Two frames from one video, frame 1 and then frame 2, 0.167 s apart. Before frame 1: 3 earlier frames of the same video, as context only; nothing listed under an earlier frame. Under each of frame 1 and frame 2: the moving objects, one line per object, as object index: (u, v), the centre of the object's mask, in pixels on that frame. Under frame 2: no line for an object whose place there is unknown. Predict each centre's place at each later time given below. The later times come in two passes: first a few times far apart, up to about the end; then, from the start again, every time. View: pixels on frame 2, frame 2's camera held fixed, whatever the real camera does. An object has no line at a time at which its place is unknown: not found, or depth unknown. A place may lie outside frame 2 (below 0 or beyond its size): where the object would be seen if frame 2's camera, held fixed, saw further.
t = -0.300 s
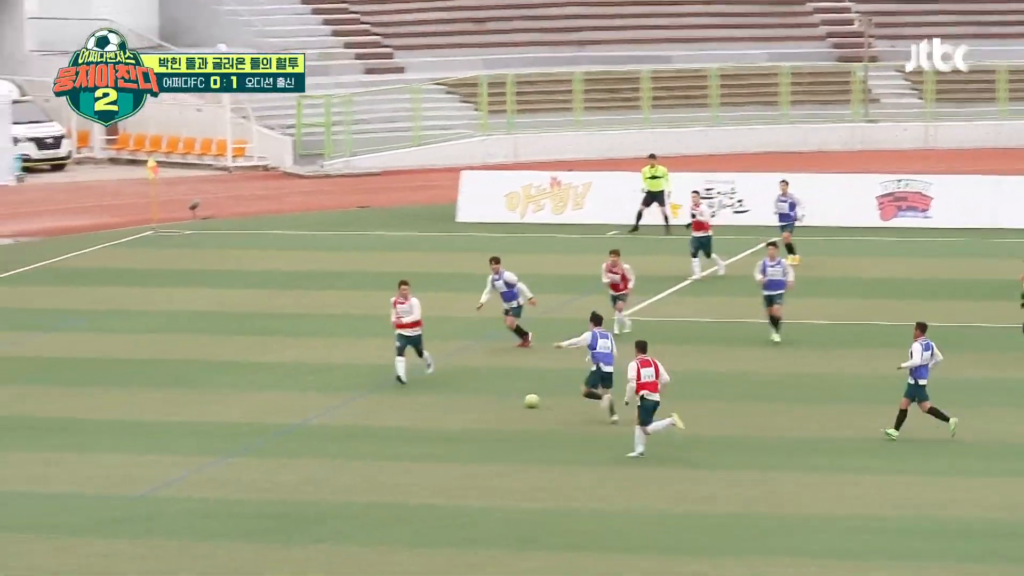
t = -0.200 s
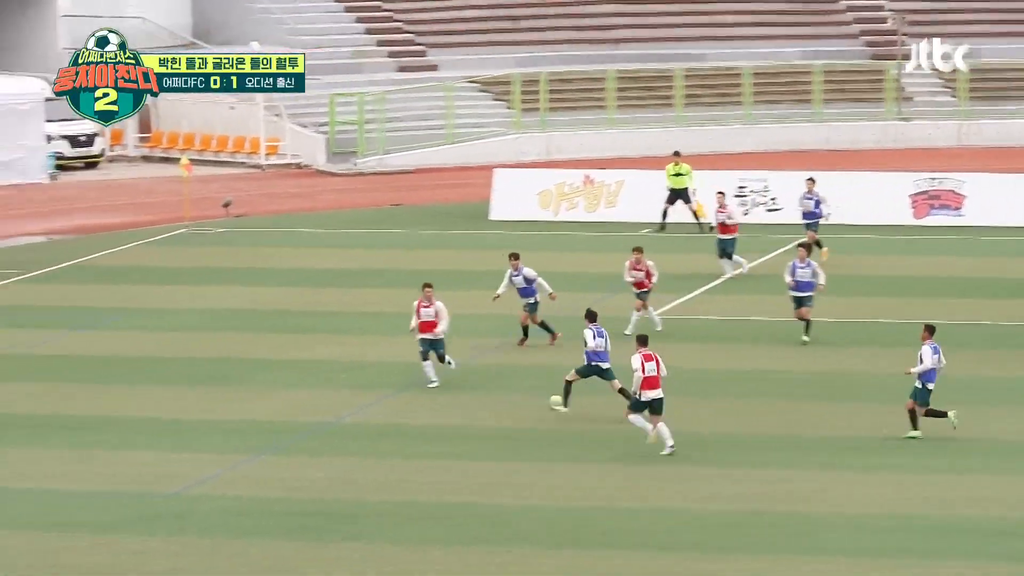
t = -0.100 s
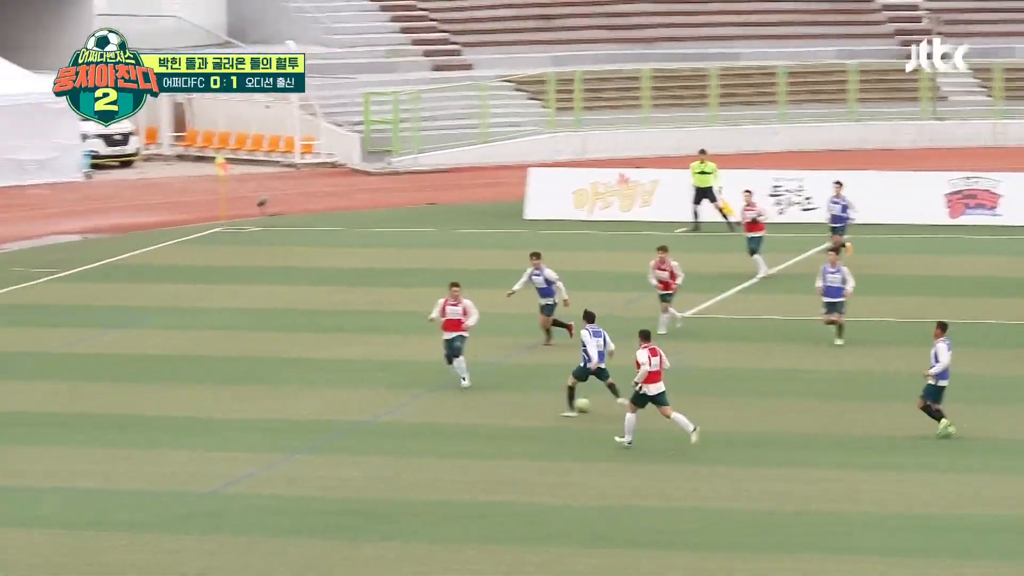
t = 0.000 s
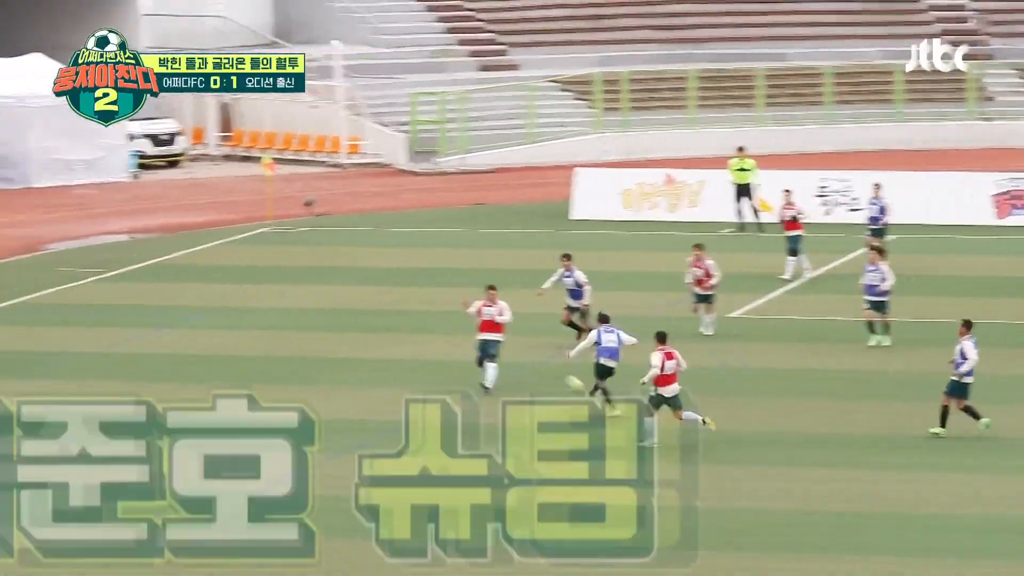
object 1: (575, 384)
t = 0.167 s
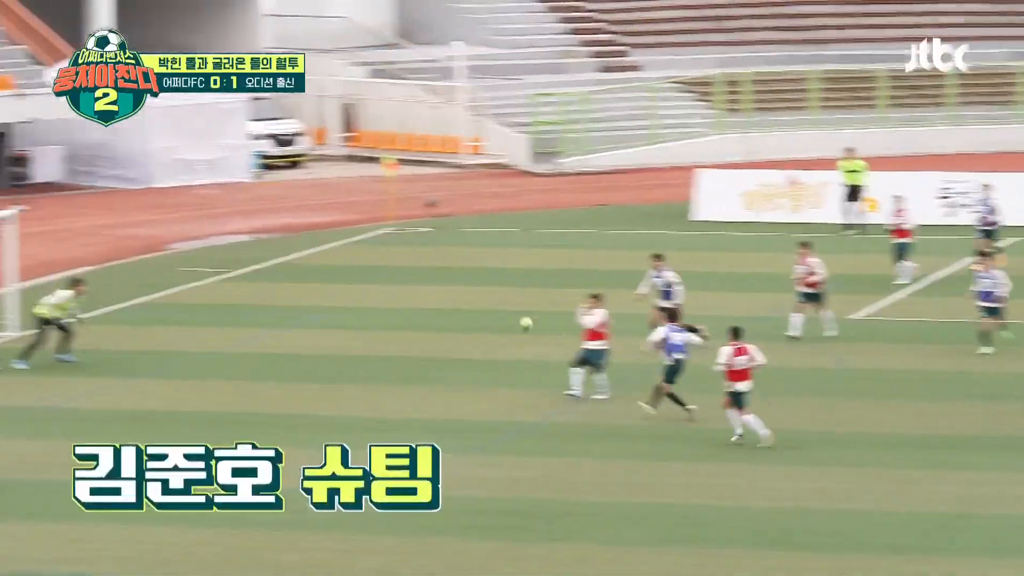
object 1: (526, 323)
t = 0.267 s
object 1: (432, 301)
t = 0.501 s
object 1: (217, 278)
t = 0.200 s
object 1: (495, 315)
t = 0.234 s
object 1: (464, 307)
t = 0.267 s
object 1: (432, 301)
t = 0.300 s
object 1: (400, 295)
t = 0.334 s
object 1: (369, 290)
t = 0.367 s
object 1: (339, 286)
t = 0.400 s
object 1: (308, 283)
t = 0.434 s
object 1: (277, 281)
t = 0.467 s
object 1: (247, 279)
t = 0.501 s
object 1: (217, 278)
